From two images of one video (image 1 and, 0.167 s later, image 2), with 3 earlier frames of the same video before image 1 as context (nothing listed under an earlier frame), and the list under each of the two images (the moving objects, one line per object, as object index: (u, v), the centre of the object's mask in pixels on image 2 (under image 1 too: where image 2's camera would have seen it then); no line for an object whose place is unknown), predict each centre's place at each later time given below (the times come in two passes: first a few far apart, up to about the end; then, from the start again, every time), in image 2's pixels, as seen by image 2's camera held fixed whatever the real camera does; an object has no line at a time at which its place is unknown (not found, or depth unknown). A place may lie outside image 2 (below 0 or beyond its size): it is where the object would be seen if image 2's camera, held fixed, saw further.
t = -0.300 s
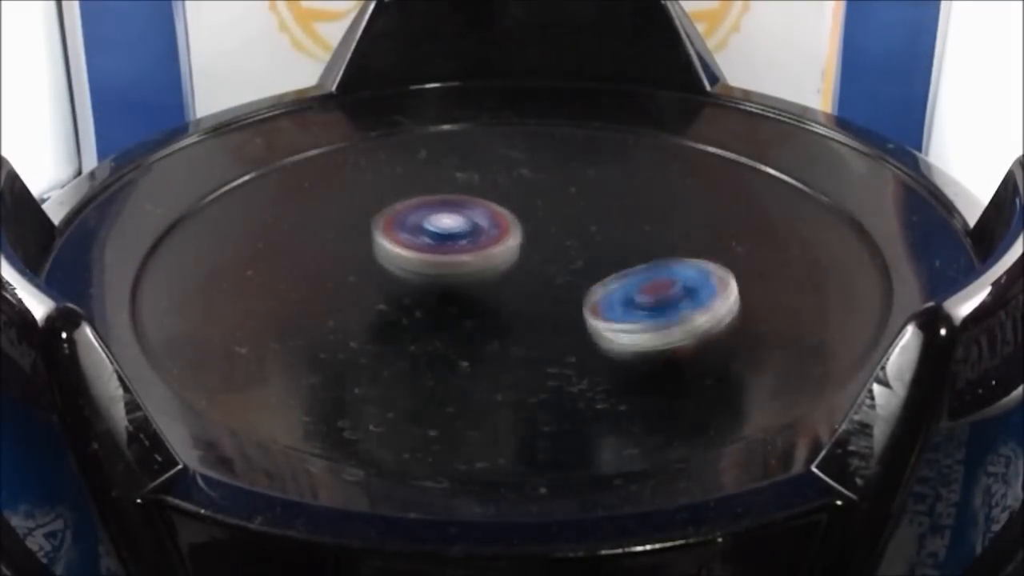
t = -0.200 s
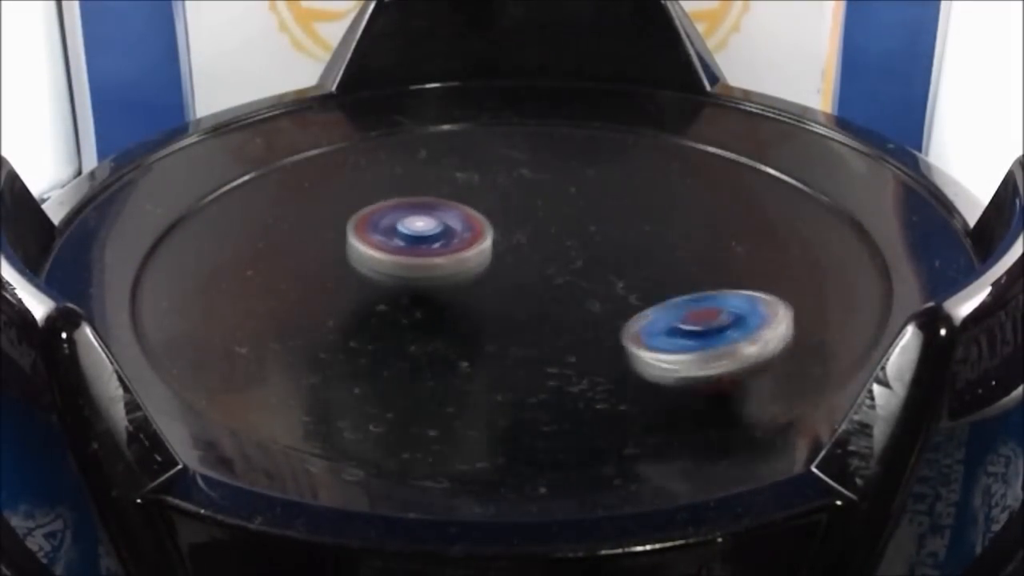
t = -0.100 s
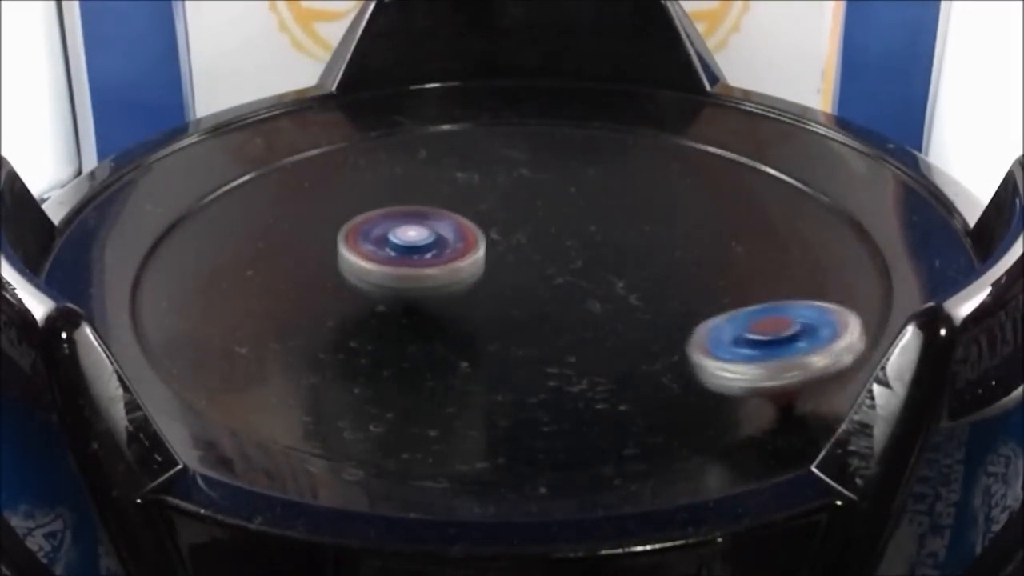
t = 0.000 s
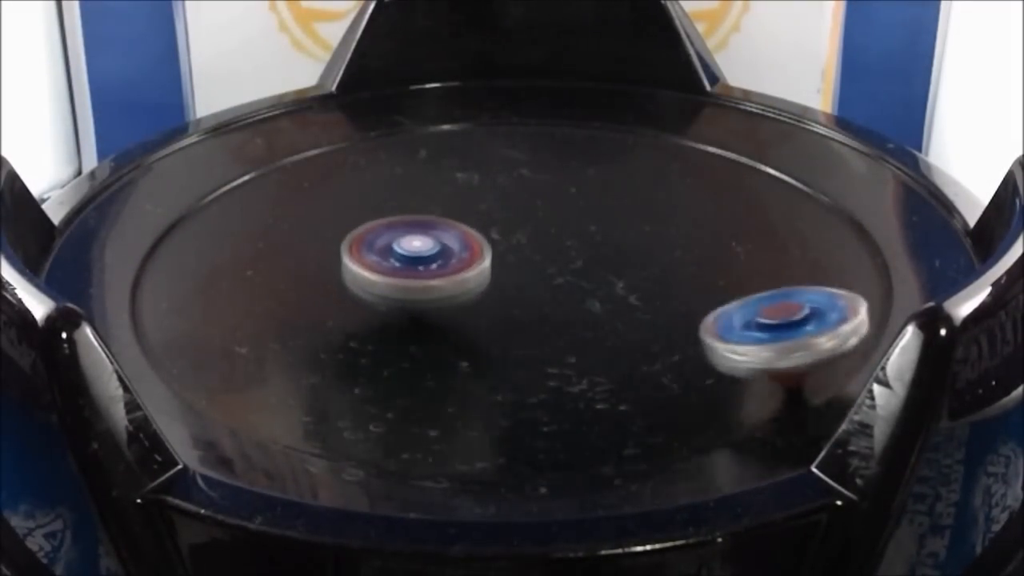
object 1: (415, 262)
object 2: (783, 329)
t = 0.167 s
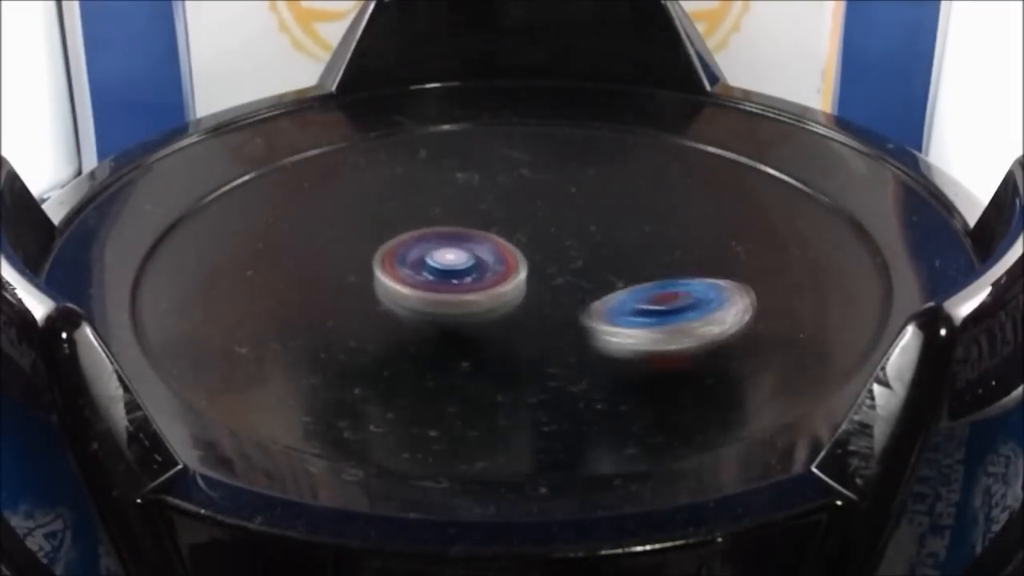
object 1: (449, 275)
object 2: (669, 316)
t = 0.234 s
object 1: (460, 273)
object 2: (605, 320)
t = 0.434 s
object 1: (347, 197)
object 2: (801, 323)
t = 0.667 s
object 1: (351, 256)
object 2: (676, 315)
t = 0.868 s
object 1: (437, 269)
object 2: (485, 353)
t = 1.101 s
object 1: (526, 243)
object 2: (463, 395)
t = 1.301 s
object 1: (515, 216)
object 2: (489, 354)
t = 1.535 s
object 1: (492, 227)
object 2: (299, 264)
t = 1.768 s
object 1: (517, 245)
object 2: (180, 294)
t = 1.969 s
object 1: (536, 251)
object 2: (393, 302)
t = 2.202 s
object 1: (610, 210)
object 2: (319, 204)
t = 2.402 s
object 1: (562, 209)
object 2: (255, 220)
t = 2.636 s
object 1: (651, 223)
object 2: (416, 251)
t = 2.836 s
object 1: (696, 183)
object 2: (456, 203)
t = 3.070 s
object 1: (620, 189)
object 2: (402, 203)
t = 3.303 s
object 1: (640, 228)
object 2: (392, 265)
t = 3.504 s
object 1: (644, 243)
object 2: (531, 309)
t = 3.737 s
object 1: (672, 220)
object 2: (493, 314)
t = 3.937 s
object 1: (610, 236)
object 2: (490, 346)
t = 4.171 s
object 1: (613, 223)
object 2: (364, 346)
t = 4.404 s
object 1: (546, 238)
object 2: (343, 387)
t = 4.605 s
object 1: (490, 265)
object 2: (347, 368)
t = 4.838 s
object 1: (520, 266)
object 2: (287, 299)
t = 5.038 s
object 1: (493, 259)
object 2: (198, 259)
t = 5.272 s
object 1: (461, 264)
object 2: (238, 240)
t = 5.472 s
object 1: (500, 286)
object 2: (307, 192)
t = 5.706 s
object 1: (524, 226)
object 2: (280, 148)
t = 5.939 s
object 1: (415, 307)
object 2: (368, 158)
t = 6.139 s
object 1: (679, 266)
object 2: (504, 178)
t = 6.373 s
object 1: (576, 195)
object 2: (456, 90)
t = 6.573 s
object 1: (448, 283)
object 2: (342, 123)
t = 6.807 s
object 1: (739, 296)
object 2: (389, 250)
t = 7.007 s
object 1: (618, 191)
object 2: (592, 296)
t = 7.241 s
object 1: (293, 281)
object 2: (778, 235)
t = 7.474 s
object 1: (604, 385)
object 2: (663, 202)
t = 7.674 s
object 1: (718, 247)
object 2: (480, 260)
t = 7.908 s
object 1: (374, 175)
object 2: (379, 340)
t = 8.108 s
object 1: (154, 268)
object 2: (491, 370)
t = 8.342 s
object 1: (547, 365)
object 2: (527, 286)
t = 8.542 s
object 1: (658, 214)
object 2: (415, 222)
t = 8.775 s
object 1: (367, 123)
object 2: (278, 212)
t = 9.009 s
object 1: (205, 249)
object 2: (420, 270)
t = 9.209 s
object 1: (553, 339)
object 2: (575, 233)
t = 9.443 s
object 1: (722, 170)
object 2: (582, 164)
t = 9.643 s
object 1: (509, 100)
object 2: (500, 215)
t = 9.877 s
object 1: (302, 237)
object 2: (567, 297)
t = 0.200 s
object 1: (459, 276)
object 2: (628, 316)
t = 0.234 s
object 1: (460, 273)
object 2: (605, 320)
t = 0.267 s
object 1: (427, 245)
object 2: (660, 347)
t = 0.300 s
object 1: (402, 224)
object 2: (716, 362)
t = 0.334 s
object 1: (382, 210)
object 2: (758, 352)
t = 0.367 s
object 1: (368, 199)
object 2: (776, 336)
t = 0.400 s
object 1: (356, 195)
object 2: (791, 342)
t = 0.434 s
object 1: (347, 197)
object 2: (801, 323)
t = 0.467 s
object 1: (338, 205)
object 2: (805, 314)
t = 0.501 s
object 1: (332, 214)
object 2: (799, 306)
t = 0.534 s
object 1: (329, 223)
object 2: (788, 303)
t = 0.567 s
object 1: (329, 232)
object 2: (768, 303)
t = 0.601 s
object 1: (332, 241)
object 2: (742, 307)
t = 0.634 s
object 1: (340, 249)
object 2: (710, 310)
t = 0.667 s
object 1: (351, 256)
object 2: (676, 315)
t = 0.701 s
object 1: (363, 261)
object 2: (640, 319)
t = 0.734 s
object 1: (377, 266)
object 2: (603, 325)
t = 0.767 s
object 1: (392, 269)
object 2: (567, 331)
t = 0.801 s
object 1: (407, 270)
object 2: (536, 337)
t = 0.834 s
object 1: (422, 271)
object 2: (509, 345)
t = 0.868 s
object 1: (437, 269)
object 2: (485, 353)
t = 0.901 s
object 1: (453, 267)
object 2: (466, 361)
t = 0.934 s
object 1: (469, 266)
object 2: (453, 369)
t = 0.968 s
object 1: (484, 263)
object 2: (447, 376)
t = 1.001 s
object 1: (498, 259)
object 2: (447, 383)
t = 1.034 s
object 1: (510, 255)
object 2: (450, 389)
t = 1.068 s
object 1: (519, 249)
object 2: (456, 394)
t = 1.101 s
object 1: (526, 243)
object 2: (463, 395)
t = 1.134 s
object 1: (530, 236)
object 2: (469, 392)
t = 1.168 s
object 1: (531, 230)
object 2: (475, 389)
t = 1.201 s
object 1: (529, 225)
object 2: (480, 383)
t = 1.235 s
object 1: (526, 221)
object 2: (486, 376)
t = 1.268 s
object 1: (521, 218)
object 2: (489, 365)
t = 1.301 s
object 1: (515, 216)
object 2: (489, 354)
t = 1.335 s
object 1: (509, 215)
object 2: (480, 339)
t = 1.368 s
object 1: (503, 215)
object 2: (464, 324)
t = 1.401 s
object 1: (498, 216)
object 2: (441, 311)
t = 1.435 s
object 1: (494, 218)
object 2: (412, 297)
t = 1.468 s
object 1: (492, 220)
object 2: (376, 284)
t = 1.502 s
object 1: (491, 223)
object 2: (336, 272)
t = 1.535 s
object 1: (492, 227)
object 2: (299, 264)
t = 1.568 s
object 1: (494, 230)
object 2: (263, 258)
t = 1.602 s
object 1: (497, 233)
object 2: (228, 257)
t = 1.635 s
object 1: (501, 236)
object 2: (193, 258)
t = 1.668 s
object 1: (505, 239)
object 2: (164, 261)
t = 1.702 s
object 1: (509, 241)
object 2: (151, 266)
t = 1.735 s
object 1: (514, 243)
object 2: (164, 284)
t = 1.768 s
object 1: (517, 245)
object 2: (180, 294)
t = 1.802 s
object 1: (520, 246)
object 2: (200, 302)
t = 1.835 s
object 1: (524, 248)
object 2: (228, 307)
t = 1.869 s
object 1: (527, 248)
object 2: (265, 313)
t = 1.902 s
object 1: (530, 249)
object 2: (307, 313)
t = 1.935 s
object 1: (534, 249)
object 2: (351, 311)
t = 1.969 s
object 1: (536, 251)
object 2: (393, 302)
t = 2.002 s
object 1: (548, 247)
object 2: (412, 288)
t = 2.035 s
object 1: (578, 241)
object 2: (403, 275)
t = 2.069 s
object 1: (600, 234)
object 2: (392, 260)
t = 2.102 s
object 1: (610, 228)
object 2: (380, 244)
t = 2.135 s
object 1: (613, 222)
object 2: (363, 228)
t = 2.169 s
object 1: (613, 216)
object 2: (342, 215)
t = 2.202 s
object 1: (610, 210)
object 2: (319, 204)
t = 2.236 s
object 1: (604, 205)
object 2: (296, 198)
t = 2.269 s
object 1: (597, 203)
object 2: (275, 194)
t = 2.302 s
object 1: (588, 202)
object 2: (257, 195)
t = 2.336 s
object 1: (579, 203)
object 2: (248, 200)
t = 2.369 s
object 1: (570, 205)
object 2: (247, 209)
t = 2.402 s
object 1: (562, 209)
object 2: (255, 220)
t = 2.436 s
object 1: (555, 213)
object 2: (272, 233)
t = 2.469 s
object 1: (550, 219)
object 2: (301, 248)
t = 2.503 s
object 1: (549, 225)
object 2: (340, 258)
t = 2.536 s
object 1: (549, 231)
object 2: (383, 262)
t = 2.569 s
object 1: (563, 231)
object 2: (413, 261)
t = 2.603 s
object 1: (613, 229)
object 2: (412, 251)
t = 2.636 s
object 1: (651, 223)
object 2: (416, 251)
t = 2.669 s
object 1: (681, 215)
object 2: (422, 251)
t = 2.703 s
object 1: (698, 208)
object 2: (428, 244)
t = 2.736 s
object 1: (703, 202)
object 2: (441, 236)
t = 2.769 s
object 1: (702, 195)
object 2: (451, 225)
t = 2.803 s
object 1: (700, 188)
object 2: (456, 214)
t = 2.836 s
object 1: (696, 183)
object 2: (456, 203)
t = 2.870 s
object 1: (689, 179)
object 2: (453, 194)
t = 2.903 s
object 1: (681, 177)
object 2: (446, 187)
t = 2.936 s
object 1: (670, 176)
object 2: (435, 182)
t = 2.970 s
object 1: (658, 177)
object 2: (423, 182)
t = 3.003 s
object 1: (646, 180)
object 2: (411, 185)
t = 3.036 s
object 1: (633, 183)
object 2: (404, 192)
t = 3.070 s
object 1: (620, 189)
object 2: (402, 203)
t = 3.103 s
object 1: (608, 196)
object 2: (410, 213)
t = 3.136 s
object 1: (599, 203)
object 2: (425, 223)
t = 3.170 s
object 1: (593, 211)
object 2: (444, 232)
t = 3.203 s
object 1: (609, 216)
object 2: (432, 239)
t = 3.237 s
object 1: (629, 220)
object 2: (411, 247)
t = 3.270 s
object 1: (637, 224)
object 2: (397, 255)
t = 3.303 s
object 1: (640, 228)
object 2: (392, 265)
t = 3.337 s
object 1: (640, 231)
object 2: (398, 280)
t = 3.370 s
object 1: (640, 234)
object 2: (416, 292)
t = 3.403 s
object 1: (639, 237)
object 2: (444, 301)
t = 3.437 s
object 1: (638, 241)
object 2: (473, 307)
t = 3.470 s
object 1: (638, 244)
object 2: (507, 308)
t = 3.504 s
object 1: (644, 243)
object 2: (531, 309)
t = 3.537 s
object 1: (660, 238)
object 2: (539, 311)
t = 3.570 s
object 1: (667, 235)
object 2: (550, 309)
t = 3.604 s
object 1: (668, 233)
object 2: (559, 304)
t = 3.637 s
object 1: (667, 232)
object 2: (564, 298)
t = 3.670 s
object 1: (671, 227)
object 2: (542, 301)
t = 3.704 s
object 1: (675, 222)
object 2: (516, 307)
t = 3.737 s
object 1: (672, 220)
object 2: (493, 314)
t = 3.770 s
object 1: (664, 220)
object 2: (476, 322)
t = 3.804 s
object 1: (654, 222)
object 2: (466, 329)
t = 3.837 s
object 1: (643, 224)
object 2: (462, 335)
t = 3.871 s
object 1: (631, 228)
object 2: (467, 341)
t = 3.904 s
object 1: (620, 231)
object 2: (477, 345)
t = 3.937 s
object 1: (610, 236)
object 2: (490, 346)
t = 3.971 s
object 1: (602, 241)
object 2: (501, 343)
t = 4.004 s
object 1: (594, 246)
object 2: (509, 338)
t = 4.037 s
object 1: (587, 250)
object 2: (513, 331)
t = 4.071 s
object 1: (583, 252)
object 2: (510, 322)
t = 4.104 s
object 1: (594, 245)
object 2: (456, 332)
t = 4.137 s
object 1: (608, 232)
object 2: (403, 339)
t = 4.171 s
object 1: (613, 223)
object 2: (364, 346)
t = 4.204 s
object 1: (610, 221)
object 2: (340, 352)
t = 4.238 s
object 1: (602, 221)
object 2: (319, 361)
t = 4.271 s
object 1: (591, 223)
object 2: (301, 370)
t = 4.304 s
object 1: (580, 226)
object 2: (292, 374)
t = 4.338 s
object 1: (568, 230)
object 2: (317, 381)
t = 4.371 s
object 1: (557, 233)
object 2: (331, 383)
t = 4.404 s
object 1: (546, 238)
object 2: (343, 387)
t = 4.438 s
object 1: (535, 242)
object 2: (347, 390)
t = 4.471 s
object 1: (524, 246)
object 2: (343, 388)
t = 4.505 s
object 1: (514, 251)
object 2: (340, 385)
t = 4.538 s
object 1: (505, 254)
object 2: (340, 381)
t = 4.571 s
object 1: (497, 260)
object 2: (343, 375)
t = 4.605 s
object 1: (490, 265)
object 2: (347, 368)
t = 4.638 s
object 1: (484, 268)
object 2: (354, 359)
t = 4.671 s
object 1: (479, 273)
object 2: (358, 349)
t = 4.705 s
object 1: (475, 277)
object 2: (360, 338)
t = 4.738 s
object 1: (474, 278)
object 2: (360, 327)
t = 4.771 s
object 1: (488, 275)
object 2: (337, 315)
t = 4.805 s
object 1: (509, 270)
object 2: (310, 308)
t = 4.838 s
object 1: (520, 266)
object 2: (287, 299)
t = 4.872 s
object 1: (522, 263)
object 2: (267, 290)
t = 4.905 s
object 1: (518, 262)
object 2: (249, 283)
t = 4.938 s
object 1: (512, 260)
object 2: (233, 276)
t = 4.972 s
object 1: (505, 260)
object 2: (218, 270)
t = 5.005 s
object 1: (499, 259)
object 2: (206, 264)
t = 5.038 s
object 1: (493, 259)
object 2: (198, 259)
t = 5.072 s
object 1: (487, 259)
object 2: (194, 254)
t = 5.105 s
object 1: (482, 260)
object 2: (193, 250)
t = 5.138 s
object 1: (476, 260)
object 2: (195, 248)
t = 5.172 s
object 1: (472, 260)
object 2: (200, 246)
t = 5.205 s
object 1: (468, 261)
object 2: (209, 243)
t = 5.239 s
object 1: (464, 262)
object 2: (221, 242)
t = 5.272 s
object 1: (461, 264)
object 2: (238, 240)
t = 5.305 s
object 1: (458, 265)
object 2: (257, 238)
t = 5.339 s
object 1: (456, 266)
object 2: (278, 236)
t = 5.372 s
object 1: (455, 267)
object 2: (300, 234)
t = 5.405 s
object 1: (455, 269)
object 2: (321, 229)
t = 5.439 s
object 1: (474, 279)
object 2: (319, 212)
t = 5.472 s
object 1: (500, 286)
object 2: (307, 192)
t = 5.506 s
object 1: (527, 286)
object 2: (297, 177)
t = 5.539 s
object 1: (551, 279)
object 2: (287, 163)
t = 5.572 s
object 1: (569, 269)
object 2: (277, 150)
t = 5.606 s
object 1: (574, 257)
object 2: (269, 139)
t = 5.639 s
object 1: (568, 243)
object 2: (271, 140)
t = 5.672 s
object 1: (550, 232)
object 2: (274, 145)
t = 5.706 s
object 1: (524, 226)
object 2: (280, 148)
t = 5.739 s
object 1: (492, 223)
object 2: (287, 149)
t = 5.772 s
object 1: (459, 226)
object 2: (297, 148)
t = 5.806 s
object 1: (429, 234)
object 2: (308, 148)
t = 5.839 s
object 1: (405, 248)
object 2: (321, 149)
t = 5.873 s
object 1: (391, 267)
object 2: (336, 151)
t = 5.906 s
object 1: (393, 287)
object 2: (351, 155)
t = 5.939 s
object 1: (415, 307)
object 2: (368, 158)
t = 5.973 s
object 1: (456, 322)
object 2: (387, 162)
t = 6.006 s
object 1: (509, 328)
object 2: (407, 167)
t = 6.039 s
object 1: (567, 326)
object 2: (428, 170)
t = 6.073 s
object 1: (621, 313)
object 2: (450, 174)
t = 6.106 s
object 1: (659, 292)
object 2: (476, 177)
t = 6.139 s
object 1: (679, 266)
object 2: (504, 178)
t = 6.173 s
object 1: (682, 240)
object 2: (531, 176)
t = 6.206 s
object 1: (670, 216)
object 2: (554, 172)
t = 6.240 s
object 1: (661, 202)
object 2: (553, 158)
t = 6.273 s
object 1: (643, 192)
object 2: (545, 143)
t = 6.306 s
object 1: (628, 192)
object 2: (516, 119)
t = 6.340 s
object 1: (605, 193)
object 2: (485, 100)
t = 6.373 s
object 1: (576, 195)
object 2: (456, 90)
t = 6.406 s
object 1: (548, 201)
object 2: (434, 97)
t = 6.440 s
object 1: (519, 211)
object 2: (412, 101)
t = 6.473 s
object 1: (493, 223)
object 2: (390, 104)
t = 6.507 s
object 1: (469, 239)
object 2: (372, 108)
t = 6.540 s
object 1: (451, 261)
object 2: (356, 114)
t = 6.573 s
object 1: (448, 283)
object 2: (342, 123)
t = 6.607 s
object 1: (460, 306)
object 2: (331, 137)
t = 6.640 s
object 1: (490, 325)
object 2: (326, 155)
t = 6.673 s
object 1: (536, 338)
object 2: (328, 174)
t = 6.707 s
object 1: (591, 340)
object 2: (335, 194)
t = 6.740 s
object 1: (650, 333)
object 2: (347, 215)
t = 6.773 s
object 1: (701, 318)
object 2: (365, 234)
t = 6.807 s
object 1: (739, 296)
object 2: (389, 250)
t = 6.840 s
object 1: (758, 270)
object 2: (418, 265)
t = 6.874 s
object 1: (758, 246)
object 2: (449, 277)
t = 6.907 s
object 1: (740, 225)
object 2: (483, 286)
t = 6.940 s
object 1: (710, 208)
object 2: (518, 293)
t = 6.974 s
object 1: (667, 197)
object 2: (555, 295)
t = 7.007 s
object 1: (618, 191)
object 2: (592, 296)
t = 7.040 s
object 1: (559, 189)
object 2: (628, 295)
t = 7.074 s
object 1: (502, 194)
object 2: (662, 290)
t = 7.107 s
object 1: (448, 203)
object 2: (694, 282)
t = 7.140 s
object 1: (396, 216)
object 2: (722, 271)
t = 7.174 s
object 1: (350, 235)
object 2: (746, 260)
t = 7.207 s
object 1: (315, 257)
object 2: (765, 247)
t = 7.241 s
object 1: (293, 281)
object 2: (778, 235)
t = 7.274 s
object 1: (290, 305)
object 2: (784, 222)
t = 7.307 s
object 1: (303, 332)
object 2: (781, 212)
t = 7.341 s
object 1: (337, 358)
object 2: (771, 204)
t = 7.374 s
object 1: (389, 376)
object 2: (751, 198)
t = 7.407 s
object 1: (458, 389)
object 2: (727, 196)
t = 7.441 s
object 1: (531, 392)
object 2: (694, 198)
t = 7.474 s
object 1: (604, 385)
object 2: (663, 202)
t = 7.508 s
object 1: (665, 369)
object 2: (628, 208)
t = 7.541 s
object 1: (711, 345)
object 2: (595, 218)
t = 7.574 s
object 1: (737, 322)
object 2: (565, 226)
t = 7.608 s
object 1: (745, 297)
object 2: (534, 238)
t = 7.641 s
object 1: (738, 271)
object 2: (506, 249)
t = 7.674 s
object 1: (718, 247)
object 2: (480, 260)
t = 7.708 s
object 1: (687, 227)
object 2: (455, 271)
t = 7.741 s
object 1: (645, 208)
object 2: (435, 283)
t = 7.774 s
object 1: (597, 195)
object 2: (415, 294)
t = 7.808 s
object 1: (543, 183)
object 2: (398, 306)
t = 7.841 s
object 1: (487, 176)
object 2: (386, 317)
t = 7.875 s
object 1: (430, 173)
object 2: (379, 329)
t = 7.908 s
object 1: (374, 175)
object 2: (379, 340)
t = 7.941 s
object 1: (319, 179)
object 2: (383, 351)
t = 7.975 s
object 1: (271, 188)
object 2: (393, 360)
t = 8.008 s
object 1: (227, 202)
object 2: (411, 368)
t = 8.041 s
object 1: (191, 222)
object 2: (435, 373)
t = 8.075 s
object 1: (165, 243)
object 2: (463, 374)
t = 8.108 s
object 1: (154, 268)
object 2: (491, 370)
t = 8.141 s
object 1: (168, 296)
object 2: (516, 363)
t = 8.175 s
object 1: (208, 331)
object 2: (536, 354)
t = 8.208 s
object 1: (258, 351)
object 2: (548, 342)
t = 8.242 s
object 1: (328, 369)
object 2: (552, 330)
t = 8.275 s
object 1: (399, 376)
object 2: (550, 317)
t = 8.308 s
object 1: (474, 376)
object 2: (543, 302)
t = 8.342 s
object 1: (547, 365)
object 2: (527, 286)
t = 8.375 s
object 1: (604, 347)
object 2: (511, 275)
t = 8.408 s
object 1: (642, 322)
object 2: (497, 265)
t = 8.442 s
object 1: (666, 295)
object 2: (479, 253)
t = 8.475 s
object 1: (676, 268)
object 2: (459, 242)
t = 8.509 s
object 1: (673, 241)
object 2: (436, 231)
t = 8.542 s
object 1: (658, 214)
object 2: (415, 222)
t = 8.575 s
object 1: (633, 190)
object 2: (391, 213)
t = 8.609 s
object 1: (598, 168)
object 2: (368, 207)
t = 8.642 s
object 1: (558, 151)
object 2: (344, 203)
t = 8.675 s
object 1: (514, 138)
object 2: (322, 200)
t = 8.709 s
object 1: (467, 129)
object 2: (302, 201)
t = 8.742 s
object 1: (417, 123)
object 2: (286, 205)
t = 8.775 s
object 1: (367, 123)
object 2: (278, 212)
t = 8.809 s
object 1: (321, 128)
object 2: (277, 222)
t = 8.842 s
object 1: (281, 139)
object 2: (284, 234)
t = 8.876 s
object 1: (242, 152)
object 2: (301, 247)
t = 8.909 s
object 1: (213, 170)
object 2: (327, 258)
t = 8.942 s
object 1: (195, 195)
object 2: (356, 265)
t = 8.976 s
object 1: (190, 220)
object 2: (388, 270)
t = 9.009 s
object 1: (205, 249)
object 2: (420, 270)
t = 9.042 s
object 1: (237, 278)
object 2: (451, 270)
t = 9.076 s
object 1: (284, 305)
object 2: (482, 266)
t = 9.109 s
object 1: (344, 327)
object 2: (509, 261)
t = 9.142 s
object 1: (411, 341)
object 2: (535, 253)
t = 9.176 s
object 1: (484, 344)
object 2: (557, 243)
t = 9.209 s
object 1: (553, 339)
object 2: (575, 233)
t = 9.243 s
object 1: (615, 322)
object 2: (589, 222)
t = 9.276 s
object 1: (665, 302)
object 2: (601, 210)
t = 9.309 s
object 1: (702, 278)
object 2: (609, 198)
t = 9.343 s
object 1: (725, 249)
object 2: (609, 185)
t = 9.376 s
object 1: (735, 220)
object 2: (605, 175)
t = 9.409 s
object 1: (733, 196)
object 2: (596, 169)
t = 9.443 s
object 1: (722, 170)
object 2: (582, 164)
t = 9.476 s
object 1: (701, 148)
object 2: (566, 164)
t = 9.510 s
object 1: (673, 130)
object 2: (549, 168)
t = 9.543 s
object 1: (638, 117)
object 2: (531, 176)
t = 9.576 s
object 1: (598, 107)
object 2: (517, 186)
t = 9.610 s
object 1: (554, 101)
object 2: (507, 199)
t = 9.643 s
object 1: (509, 100)
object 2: (500, 215)
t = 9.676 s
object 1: (463, 105)
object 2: (499, 229)
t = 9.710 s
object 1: (420, 116)
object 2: (501, 244)
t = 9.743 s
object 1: (381, 133)
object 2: (507, 257)
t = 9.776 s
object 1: (347, 154)
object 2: (518, 270)
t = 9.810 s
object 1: (324, 178)
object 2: (531, 281)
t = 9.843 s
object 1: (308, 208)
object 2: (547, 289)
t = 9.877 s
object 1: (302, 237)
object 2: (567, 297)
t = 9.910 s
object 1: (312, 268)
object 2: (588, 302)
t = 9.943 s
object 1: (337, 298)
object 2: (610, 307)
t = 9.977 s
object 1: (378, 322)
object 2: (632, 307)
